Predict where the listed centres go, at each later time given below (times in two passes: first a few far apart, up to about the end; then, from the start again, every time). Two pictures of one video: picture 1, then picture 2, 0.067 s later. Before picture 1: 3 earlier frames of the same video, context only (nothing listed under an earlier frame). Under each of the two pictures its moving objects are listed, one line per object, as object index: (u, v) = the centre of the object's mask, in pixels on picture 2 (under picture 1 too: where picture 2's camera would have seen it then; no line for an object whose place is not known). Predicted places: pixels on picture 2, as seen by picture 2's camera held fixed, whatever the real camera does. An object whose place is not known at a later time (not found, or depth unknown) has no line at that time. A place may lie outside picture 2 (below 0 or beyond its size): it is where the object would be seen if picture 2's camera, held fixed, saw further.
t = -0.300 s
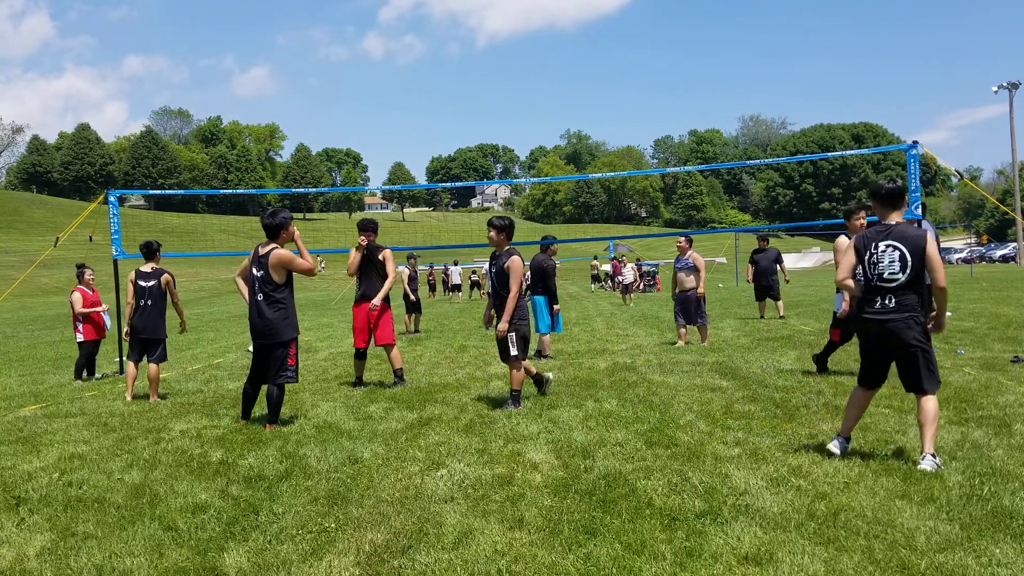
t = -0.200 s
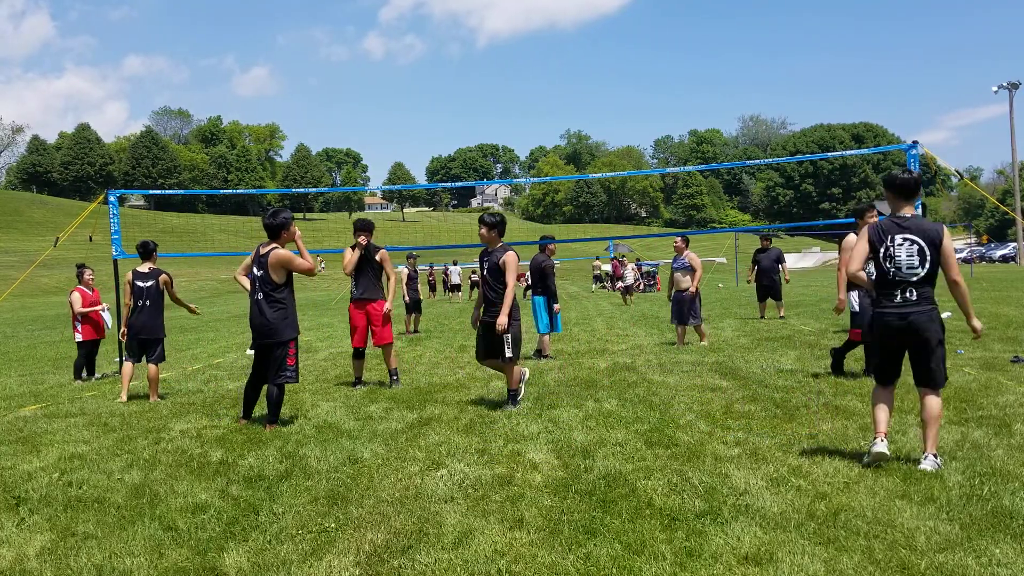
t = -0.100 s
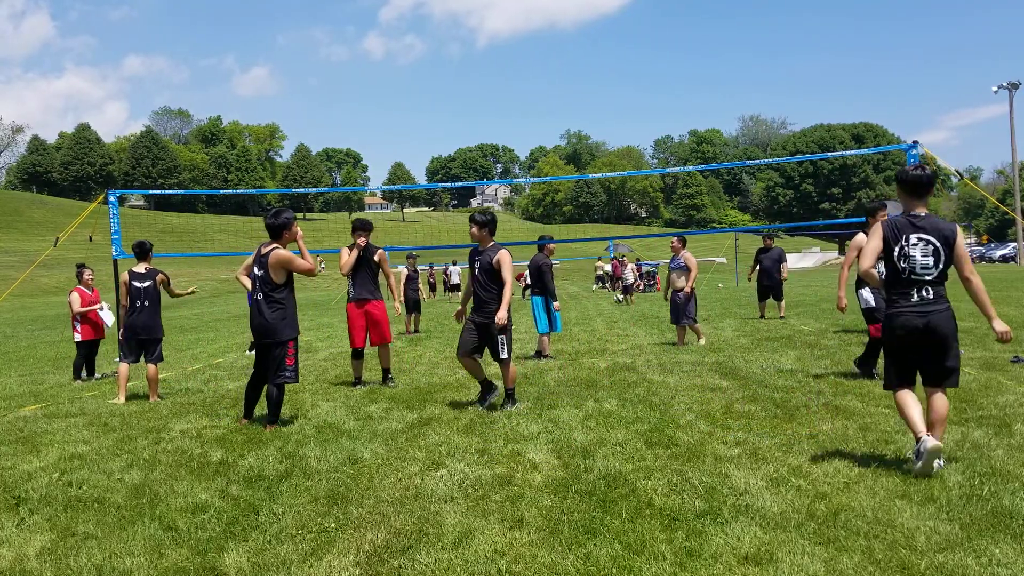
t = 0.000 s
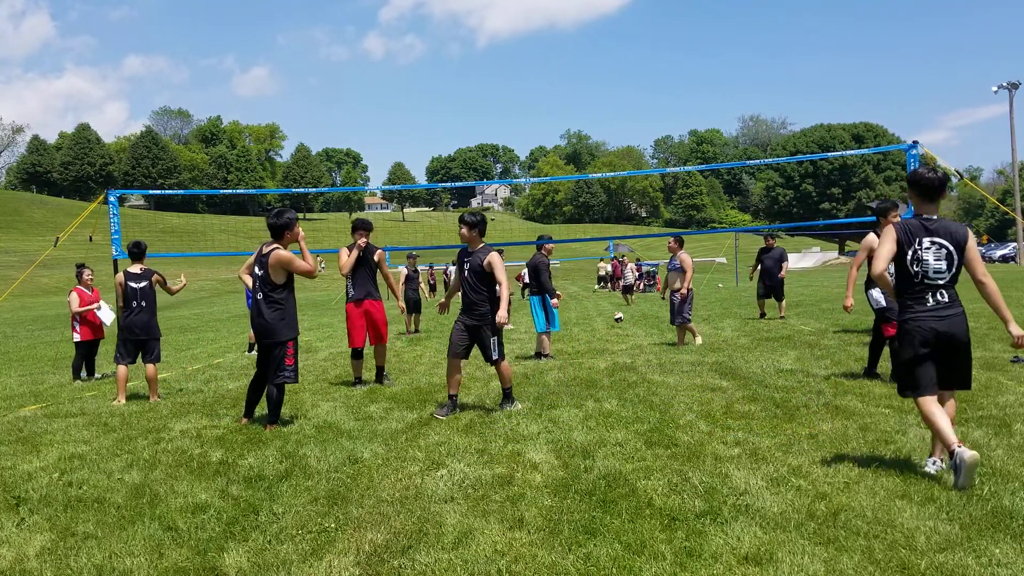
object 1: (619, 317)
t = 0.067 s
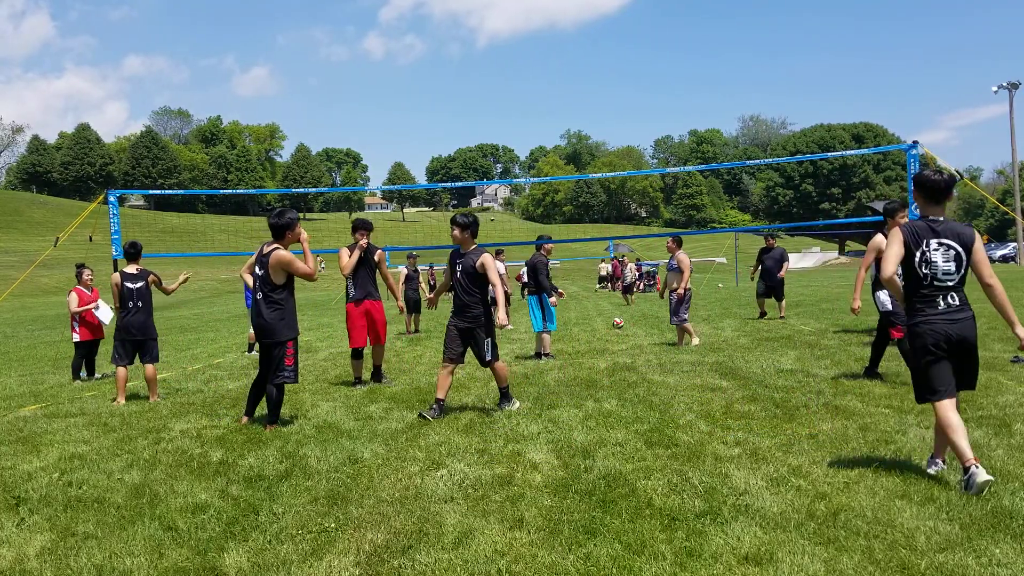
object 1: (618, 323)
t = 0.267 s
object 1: (617, 308)
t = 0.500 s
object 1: (618, 322)
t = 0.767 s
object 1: (620, 334)
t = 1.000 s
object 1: (623, 345)
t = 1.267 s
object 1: (629, 357)
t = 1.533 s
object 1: (640, 388)
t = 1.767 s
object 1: (653, 410)
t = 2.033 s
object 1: (676, 441)
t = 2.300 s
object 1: (703, 484)
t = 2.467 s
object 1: (721, 510)
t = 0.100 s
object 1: (618, 319)
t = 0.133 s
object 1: (617, 316)
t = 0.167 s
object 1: (617, 313)
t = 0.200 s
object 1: (617, 310)
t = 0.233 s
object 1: (617, 309)
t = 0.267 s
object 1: (617, 308)
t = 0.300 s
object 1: (617, 307)
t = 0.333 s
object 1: (617, 308)
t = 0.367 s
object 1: (617, 309)
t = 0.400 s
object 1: (617, 311)
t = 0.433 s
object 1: (617, 314)
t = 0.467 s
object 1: (617, 317)
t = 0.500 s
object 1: (618, 322)
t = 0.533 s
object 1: (619, 328)
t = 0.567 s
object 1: (619, 335)
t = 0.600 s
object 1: (619, 343)
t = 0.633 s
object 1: (620, 347)
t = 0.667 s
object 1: (619, 345)
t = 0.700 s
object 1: (620, 340)
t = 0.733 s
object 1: (619, 337)
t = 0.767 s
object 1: (620, 334)
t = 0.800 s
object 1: (620, 333)
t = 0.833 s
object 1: (620, 333)
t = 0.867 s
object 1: (620, 333)
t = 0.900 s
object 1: (621, 334)
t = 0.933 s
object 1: (622, 336)
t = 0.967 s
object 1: (623, 340)
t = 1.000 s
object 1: (623, 345)
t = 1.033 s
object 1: (624, 351)
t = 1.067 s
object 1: (624, 357)
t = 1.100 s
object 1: (625, 363)
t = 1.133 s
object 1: (626, 364)
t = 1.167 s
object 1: (627, 361)
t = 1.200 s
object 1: (628, 358)
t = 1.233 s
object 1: (629, 357)
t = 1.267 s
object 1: (629, 357)
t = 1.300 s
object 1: (630, 358)
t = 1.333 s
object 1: (632, 360)
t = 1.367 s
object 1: (633, 363)
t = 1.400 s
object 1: (634, 368)
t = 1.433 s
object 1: (635, 375)
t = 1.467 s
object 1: (637, 382)
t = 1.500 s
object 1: (638, 388)
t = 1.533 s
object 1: (640, 388)
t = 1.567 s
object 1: (641, 387)
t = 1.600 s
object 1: (643, 387)
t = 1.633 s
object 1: (644, 388)
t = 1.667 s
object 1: (646, 391)
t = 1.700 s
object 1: (648, 395)
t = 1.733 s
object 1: (651, 402)
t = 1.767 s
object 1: (653, 410)
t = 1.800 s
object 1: (656, 416)
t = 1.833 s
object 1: (658, 418)
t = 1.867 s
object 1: (660, 419)
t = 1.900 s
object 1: (663, 419)
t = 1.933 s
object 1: (666, 422)
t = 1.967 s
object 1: (669, 426)
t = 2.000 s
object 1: (673, 432)
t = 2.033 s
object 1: (676, 441)
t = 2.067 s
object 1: (680, 449)
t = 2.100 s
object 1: (683, 453)
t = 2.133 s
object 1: (685, 456)
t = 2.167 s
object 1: (689, 460)
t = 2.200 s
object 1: (692, 466)
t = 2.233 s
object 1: (696, 471)
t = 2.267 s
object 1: (699, 478)
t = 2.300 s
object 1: (703, 484)
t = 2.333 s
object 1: (706, 489)
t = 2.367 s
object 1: (710, 494)
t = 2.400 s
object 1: (713, 498)
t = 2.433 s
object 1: (717, 504)
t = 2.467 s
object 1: (721, 510)
